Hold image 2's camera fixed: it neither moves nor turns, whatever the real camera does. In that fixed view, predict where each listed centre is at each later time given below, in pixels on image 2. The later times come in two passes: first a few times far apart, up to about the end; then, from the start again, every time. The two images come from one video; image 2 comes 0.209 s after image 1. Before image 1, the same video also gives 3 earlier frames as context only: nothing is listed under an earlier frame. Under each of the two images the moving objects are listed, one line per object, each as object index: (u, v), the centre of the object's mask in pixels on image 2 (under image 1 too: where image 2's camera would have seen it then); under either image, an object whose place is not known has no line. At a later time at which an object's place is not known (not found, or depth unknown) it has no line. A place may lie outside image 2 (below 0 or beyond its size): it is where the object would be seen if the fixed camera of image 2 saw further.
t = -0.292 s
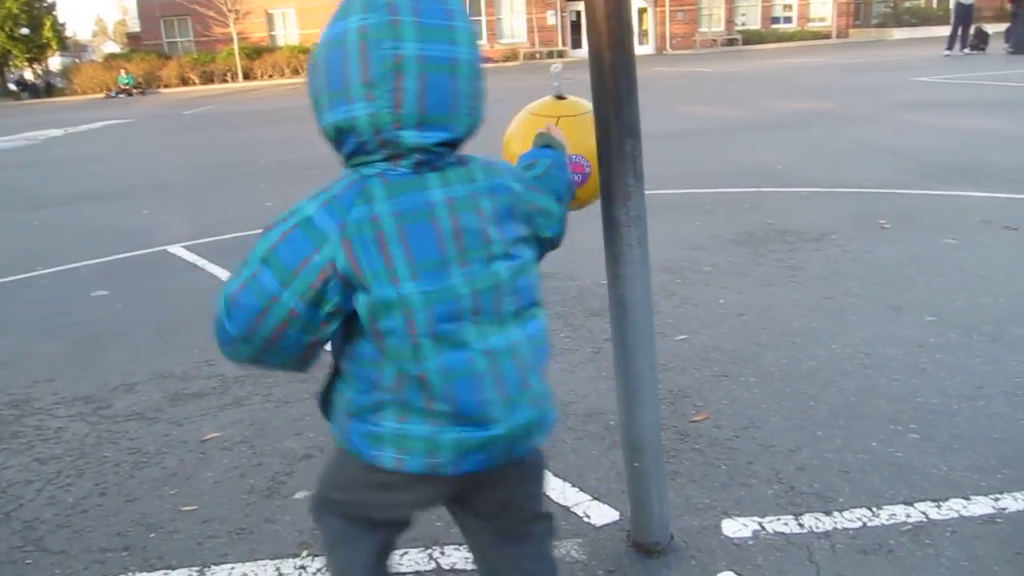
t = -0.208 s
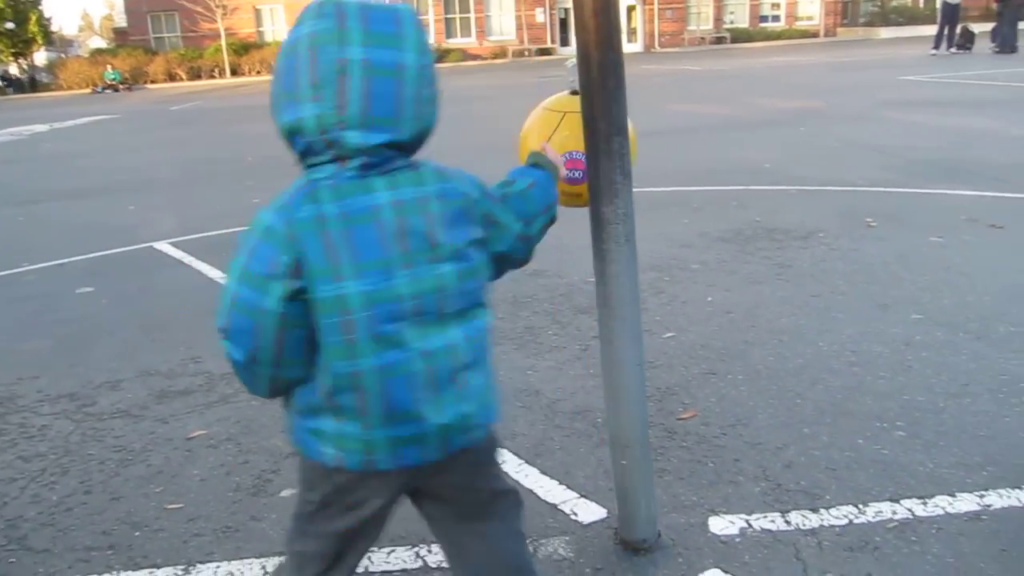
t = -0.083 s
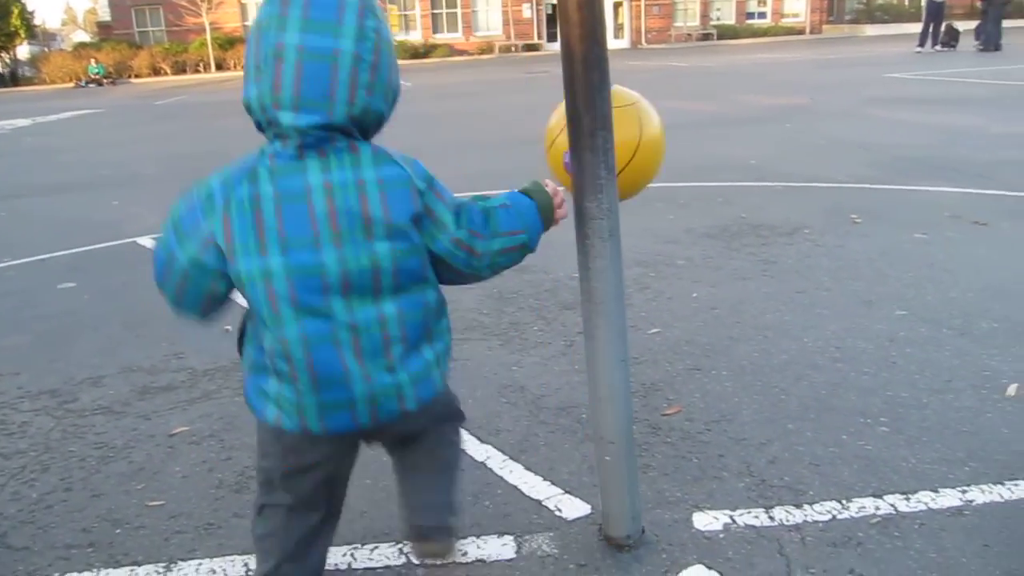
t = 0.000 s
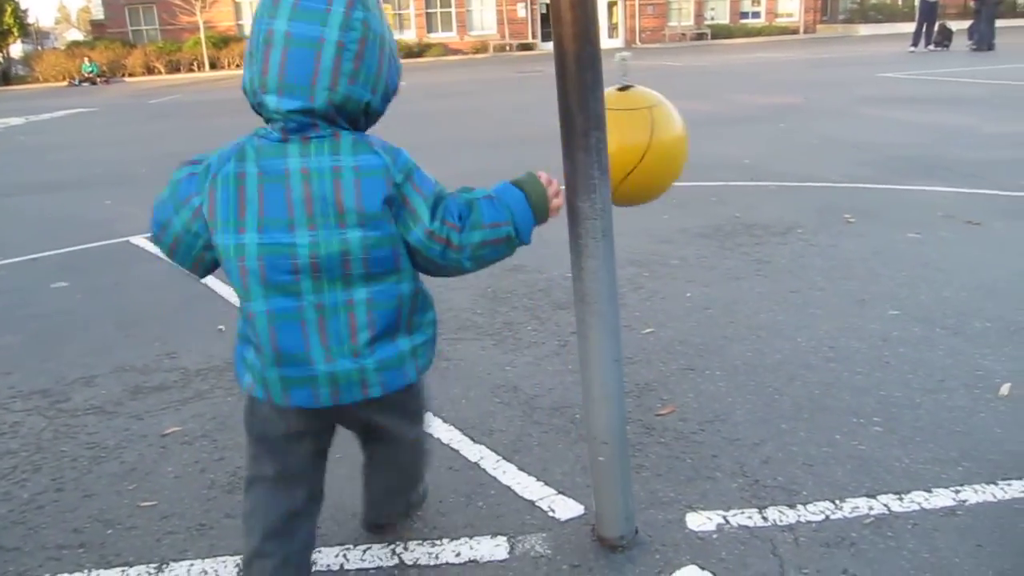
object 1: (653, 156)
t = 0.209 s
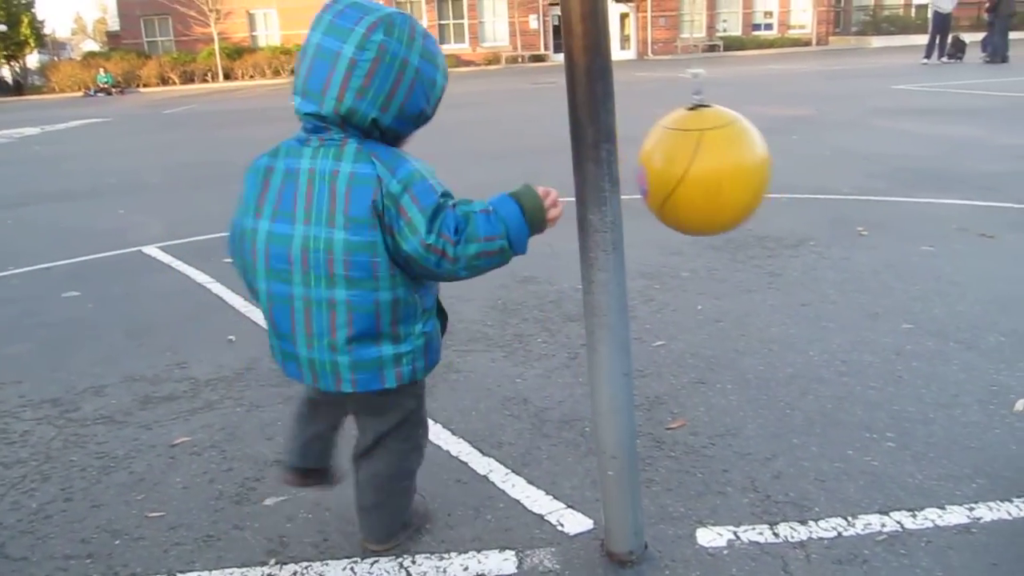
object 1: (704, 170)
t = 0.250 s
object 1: (716, 173)
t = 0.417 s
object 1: (759, 191)
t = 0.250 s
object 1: (716, 173)
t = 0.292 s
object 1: (728, 178)
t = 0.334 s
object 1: (739, 182)
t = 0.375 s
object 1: (749, 187)
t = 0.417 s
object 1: (759, 191)
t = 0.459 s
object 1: (768, 197)
